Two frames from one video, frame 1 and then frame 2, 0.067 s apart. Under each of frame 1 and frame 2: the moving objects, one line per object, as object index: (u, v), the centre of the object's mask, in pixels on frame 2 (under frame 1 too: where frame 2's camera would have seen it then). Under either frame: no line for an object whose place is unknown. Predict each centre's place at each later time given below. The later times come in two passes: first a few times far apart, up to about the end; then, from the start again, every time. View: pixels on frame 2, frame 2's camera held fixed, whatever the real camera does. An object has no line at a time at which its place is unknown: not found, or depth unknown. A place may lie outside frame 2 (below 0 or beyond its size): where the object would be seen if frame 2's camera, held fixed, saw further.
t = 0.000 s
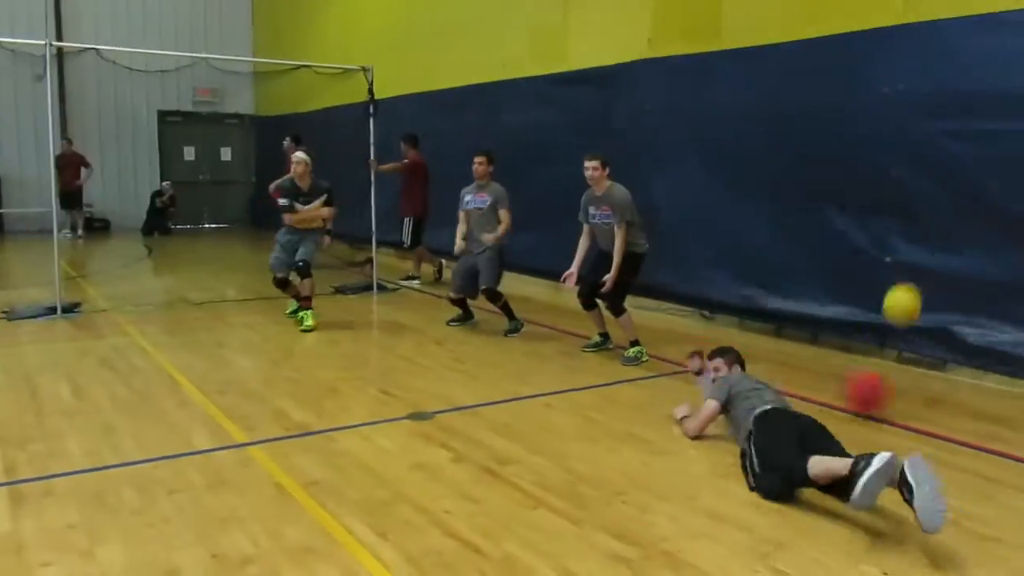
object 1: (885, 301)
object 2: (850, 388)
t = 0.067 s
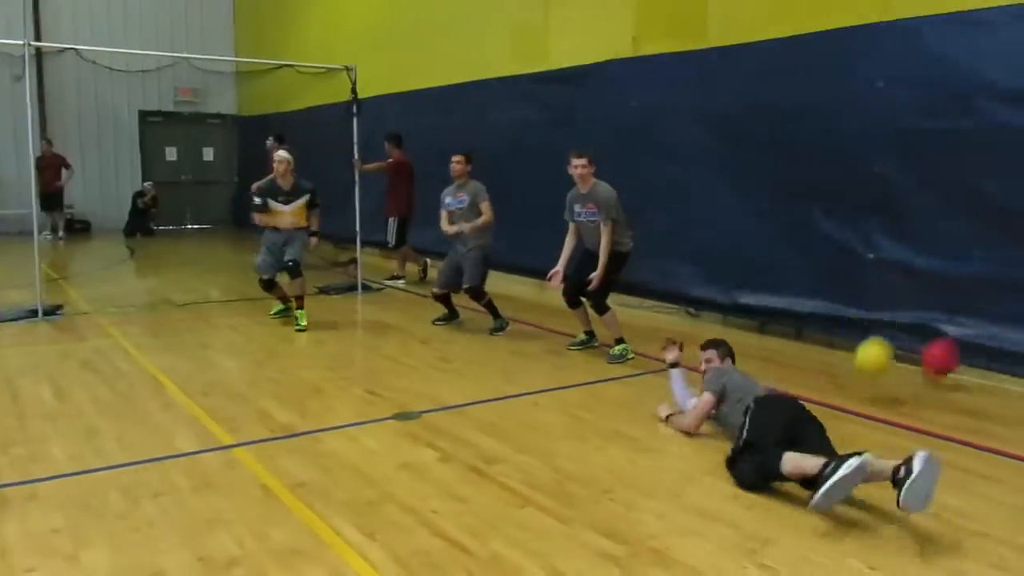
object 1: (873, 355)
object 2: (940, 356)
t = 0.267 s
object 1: (852, 306)
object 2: (978, 183)
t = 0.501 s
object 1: (824, 239)
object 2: (958, 29)
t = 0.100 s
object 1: (868, 388)
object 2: (976, 337)
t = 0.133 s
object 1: (864, 375)
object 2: (984, 300)
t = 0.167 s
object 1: (860, 354)
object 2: (983, 268)
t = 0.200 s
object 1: (859, 338)
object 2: (982, 239)
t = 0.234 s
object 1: (855, 322)
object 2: (979, 211)
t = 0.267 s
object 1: (852, 306)
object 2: (978, 183)
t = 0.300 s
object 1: (849, 291)
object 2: (975, 158)
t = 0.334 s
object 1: (845, 278)
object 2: (972, 133)
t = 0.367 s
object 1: (841, 266)
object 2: (970, 109)
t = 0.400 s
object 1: (837, 257)
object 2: (967, 86)
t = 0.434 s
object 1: (833, 249)
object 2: (963, 65)
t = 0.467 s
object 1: (829, 243)
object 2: (960, 46)
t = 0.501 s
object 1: (824, 239)
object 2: (958, 29)
